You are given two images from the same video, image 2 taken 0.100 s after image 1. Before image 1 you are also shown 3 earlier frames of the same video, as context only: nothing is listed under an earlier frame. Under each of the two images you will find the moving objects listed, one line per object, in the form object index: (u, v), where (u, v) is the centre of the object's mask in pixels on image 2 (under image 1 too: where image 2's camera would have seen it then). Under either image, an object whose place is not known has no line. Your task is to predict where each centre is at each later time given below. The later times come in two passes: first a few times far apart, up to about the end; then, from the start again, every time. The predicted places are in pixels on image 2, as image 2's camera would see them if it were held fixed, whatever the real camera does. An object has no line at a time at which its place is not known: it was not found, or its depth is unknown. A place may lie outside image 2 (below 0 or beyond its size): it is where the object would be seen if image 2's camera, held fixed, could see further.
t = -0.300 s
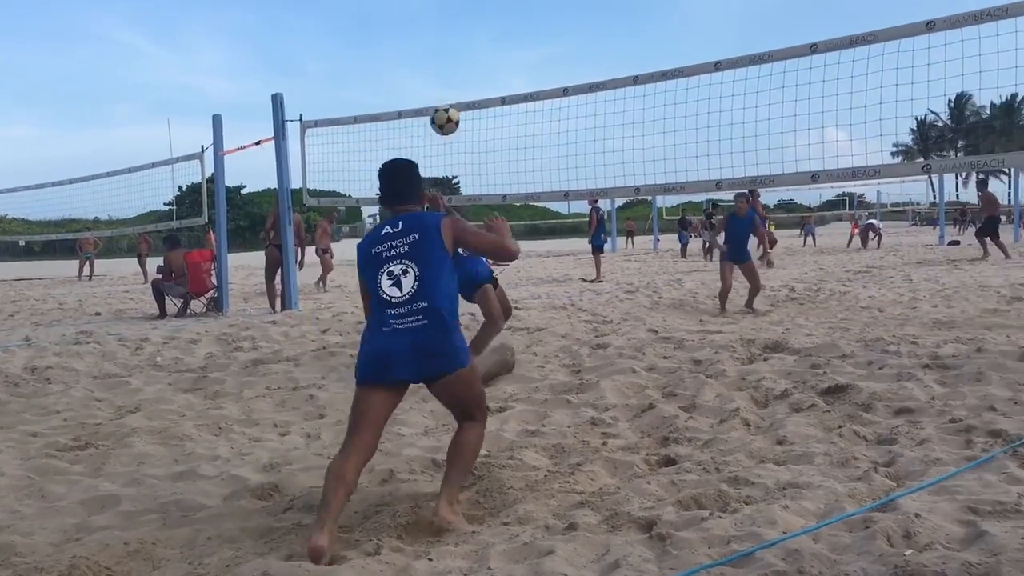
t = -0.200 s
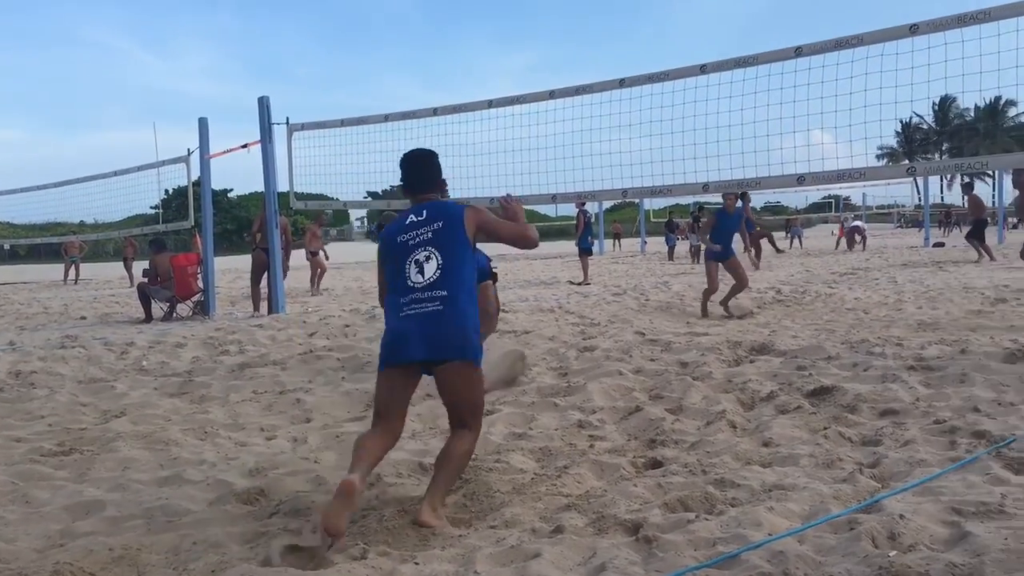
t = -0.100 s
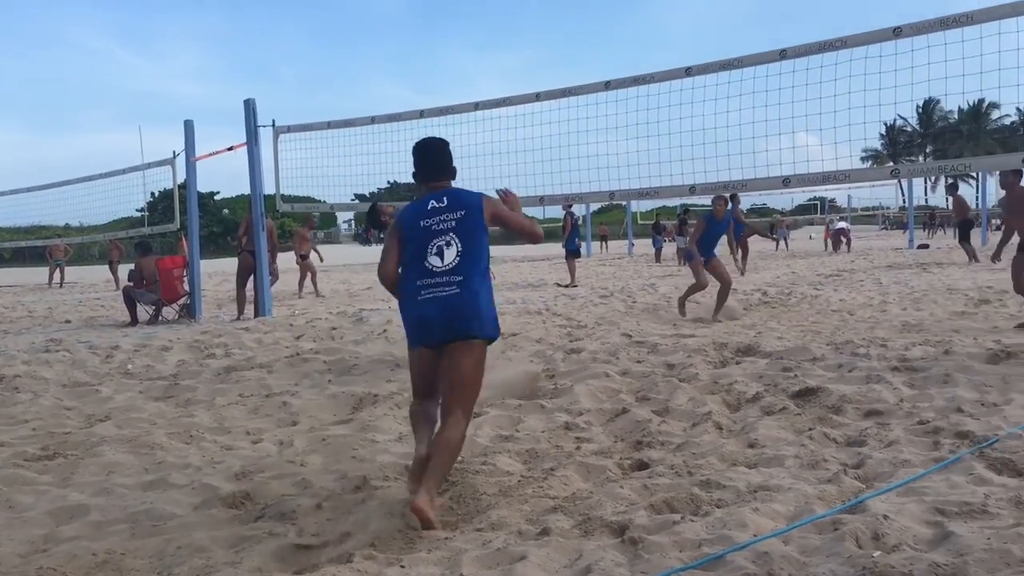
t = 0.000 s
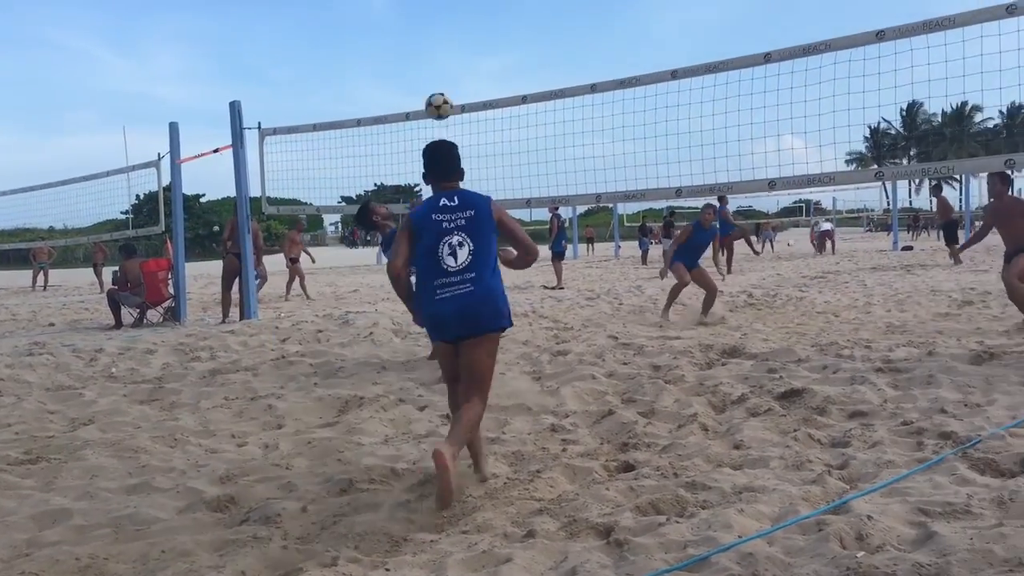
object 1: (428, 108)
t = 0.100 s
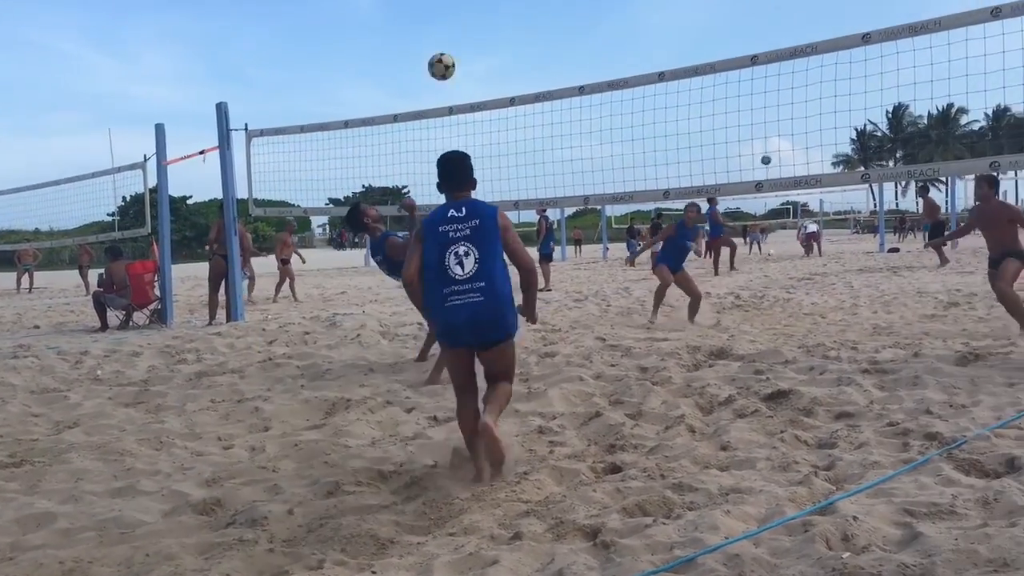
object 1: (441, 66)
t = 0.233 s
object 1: (460, 33)
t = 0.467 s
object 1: (492, 27)
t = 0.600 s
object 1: (511, 52)
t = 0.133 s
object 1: (446, 56)
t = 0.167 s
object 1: (450, 46)
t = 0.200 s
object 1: (455, 39)
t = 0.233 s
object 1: (460, 33)
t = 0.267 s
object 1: (464, 27)
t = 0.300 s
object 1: (469, 25)
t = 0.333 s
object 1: (473, 22)
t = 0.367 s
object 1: (478, 22)
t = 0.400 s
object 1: (483, 22)
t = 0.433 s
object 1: (487, 24)
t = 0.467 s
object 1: (492, 27)
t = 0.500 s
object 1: (497, 32)
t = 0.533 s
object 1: (501, 38)
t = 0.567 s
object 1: (506, 44)
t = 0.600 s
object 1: (511, 52)
